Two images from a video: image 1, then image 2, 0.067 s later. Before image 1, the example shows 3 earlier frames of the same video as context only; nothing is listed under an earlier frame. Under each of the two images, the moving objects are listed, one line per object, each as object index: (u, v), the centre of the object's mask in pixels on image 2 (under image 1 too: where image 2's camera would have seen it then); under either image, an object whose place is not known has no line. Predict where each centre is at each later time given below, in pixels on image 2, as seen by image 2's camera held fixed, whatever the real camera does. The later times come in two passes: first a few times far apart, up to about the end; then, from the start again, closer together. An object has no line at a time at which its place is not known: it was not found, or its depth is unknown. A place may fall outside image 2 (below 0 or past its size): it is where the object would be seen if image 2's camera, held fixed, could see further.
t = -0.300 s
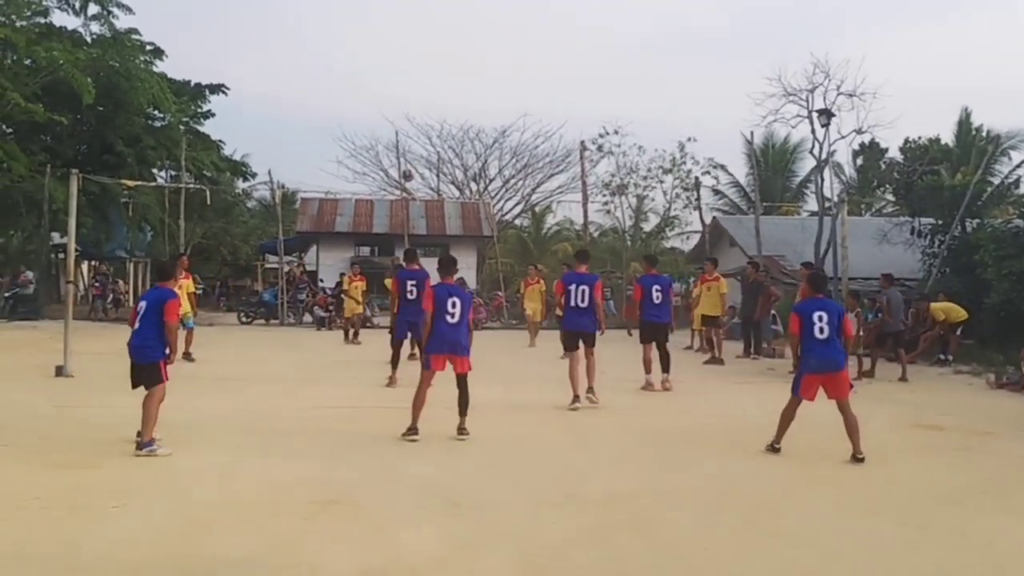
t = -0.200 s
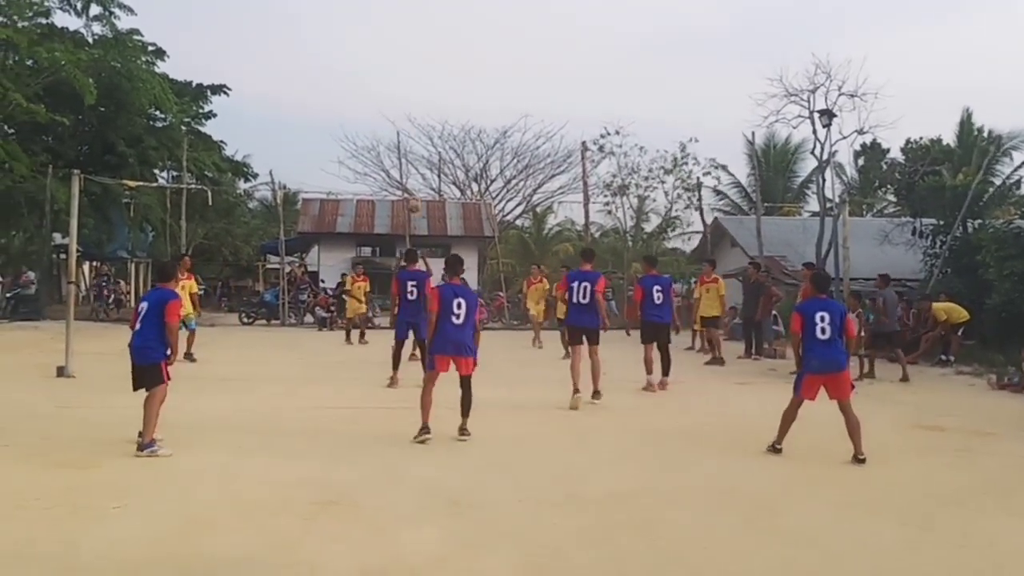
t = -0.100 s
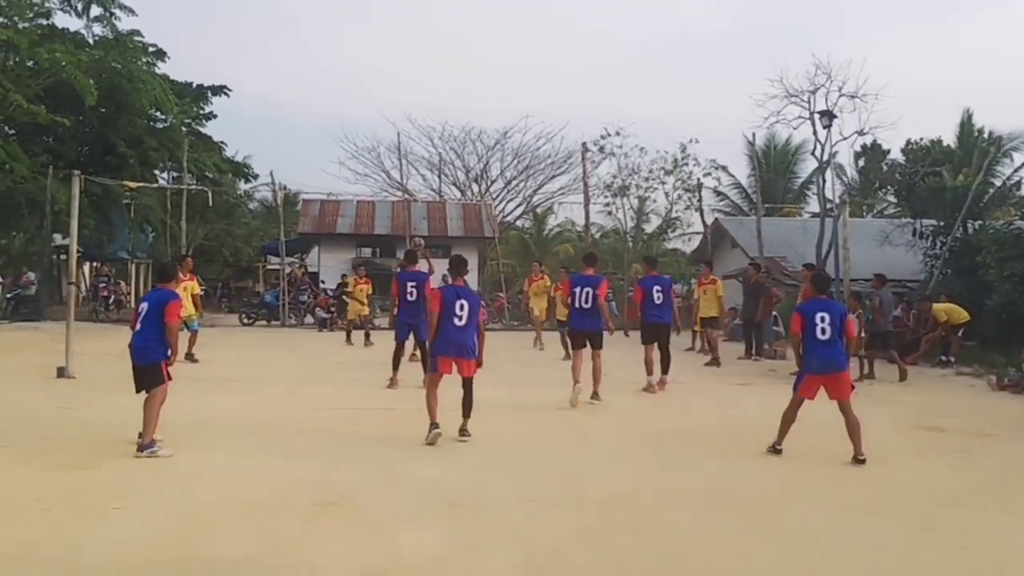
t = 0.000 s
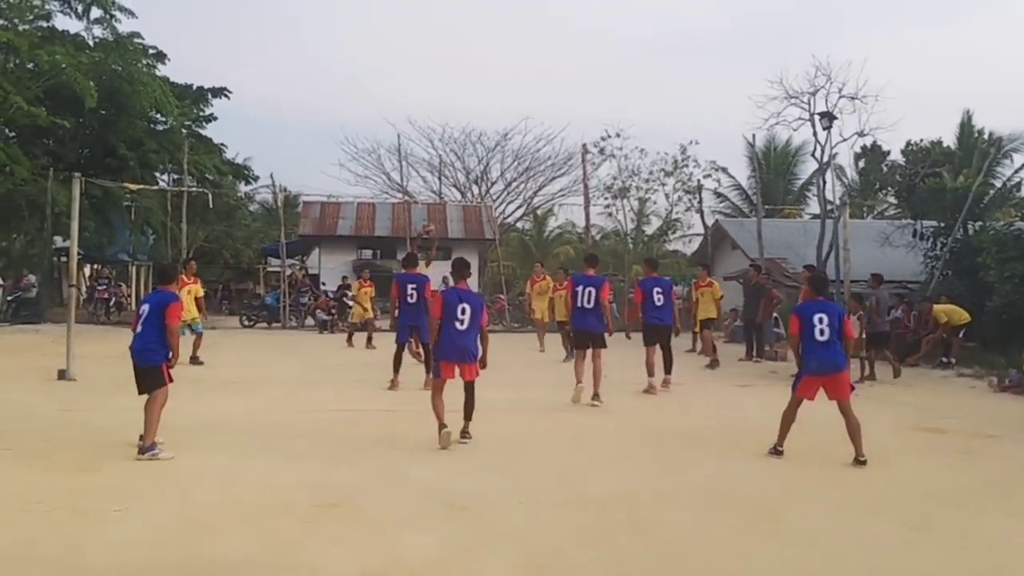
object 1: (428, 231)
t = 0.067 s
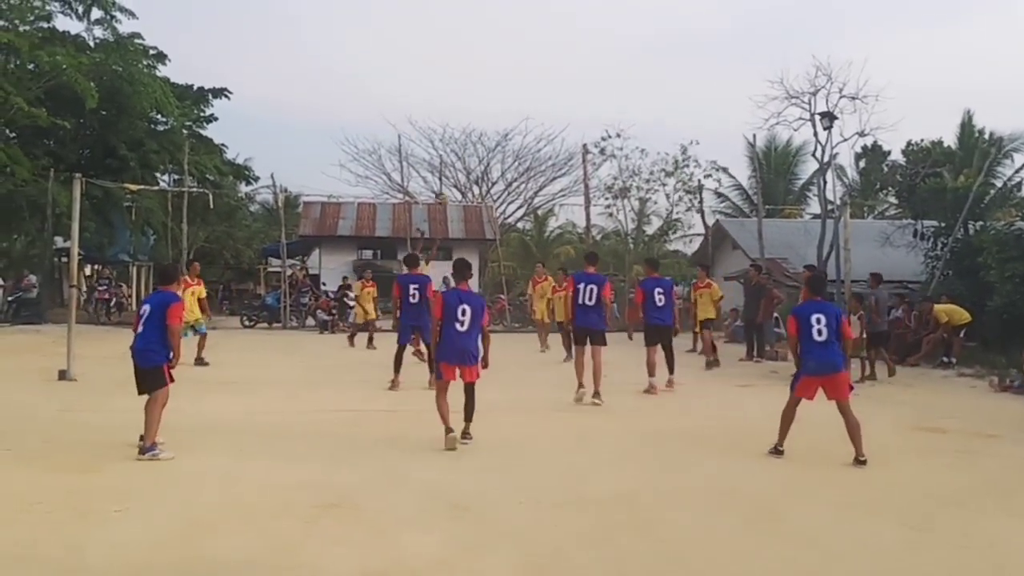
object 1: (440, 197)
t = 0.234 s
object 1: (472, 131)
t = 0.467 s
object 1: (515, 66)
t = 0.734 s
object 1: (564, 34)
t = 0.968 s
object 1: (606, 45)
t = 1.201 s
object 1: (648, 93)
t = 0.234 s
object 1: (472, 131)
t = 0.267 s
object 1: (478, 120)
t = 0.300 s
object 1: (484, 109)
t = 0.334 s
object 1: (490, 99)
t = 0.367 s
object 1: (496, 90)
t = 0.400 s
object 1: (502, 80)
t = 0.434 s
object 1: (508, 73)
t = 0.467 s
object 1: (515, 66)
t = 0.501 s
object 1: (521, 59)
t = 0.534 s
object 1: (527, 54)
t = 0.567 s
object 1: (533, 49)
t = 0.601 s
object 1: (539, 44)
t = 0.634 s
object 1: (545, 41)
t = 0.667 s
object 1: (551, 38)
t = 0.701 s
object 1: (557, 36)
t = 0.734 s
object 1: (564, 34)
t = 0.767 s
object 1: (570, 34)
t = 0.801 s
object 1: (576, 34)
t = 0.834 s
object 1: (582, 34)
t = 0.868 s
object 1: (588, 36)
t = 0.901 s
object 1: (594, 38)
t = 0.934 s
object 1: (600, 41)
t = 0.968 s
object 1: (606, 45)
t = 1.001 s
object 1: (612, 50)
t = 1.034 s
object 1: (618, 55)
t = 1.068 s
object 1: (624, 60)
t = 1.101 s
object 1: (630, 68)
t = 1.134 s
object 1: (637, 75)
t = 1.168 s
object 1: (642, 84)
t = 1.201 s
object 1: (648, 93)
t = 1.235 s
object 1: (654, 102)
